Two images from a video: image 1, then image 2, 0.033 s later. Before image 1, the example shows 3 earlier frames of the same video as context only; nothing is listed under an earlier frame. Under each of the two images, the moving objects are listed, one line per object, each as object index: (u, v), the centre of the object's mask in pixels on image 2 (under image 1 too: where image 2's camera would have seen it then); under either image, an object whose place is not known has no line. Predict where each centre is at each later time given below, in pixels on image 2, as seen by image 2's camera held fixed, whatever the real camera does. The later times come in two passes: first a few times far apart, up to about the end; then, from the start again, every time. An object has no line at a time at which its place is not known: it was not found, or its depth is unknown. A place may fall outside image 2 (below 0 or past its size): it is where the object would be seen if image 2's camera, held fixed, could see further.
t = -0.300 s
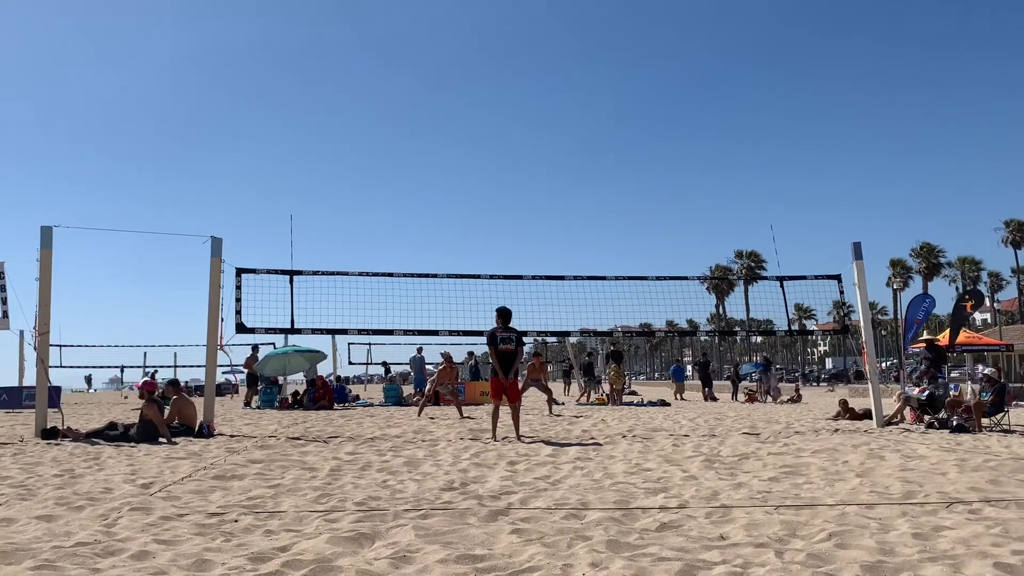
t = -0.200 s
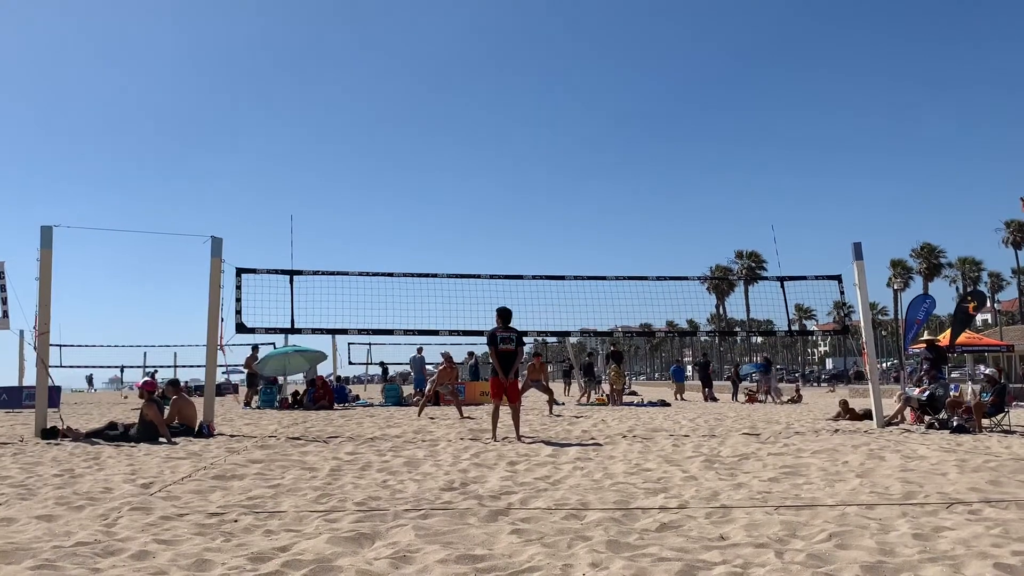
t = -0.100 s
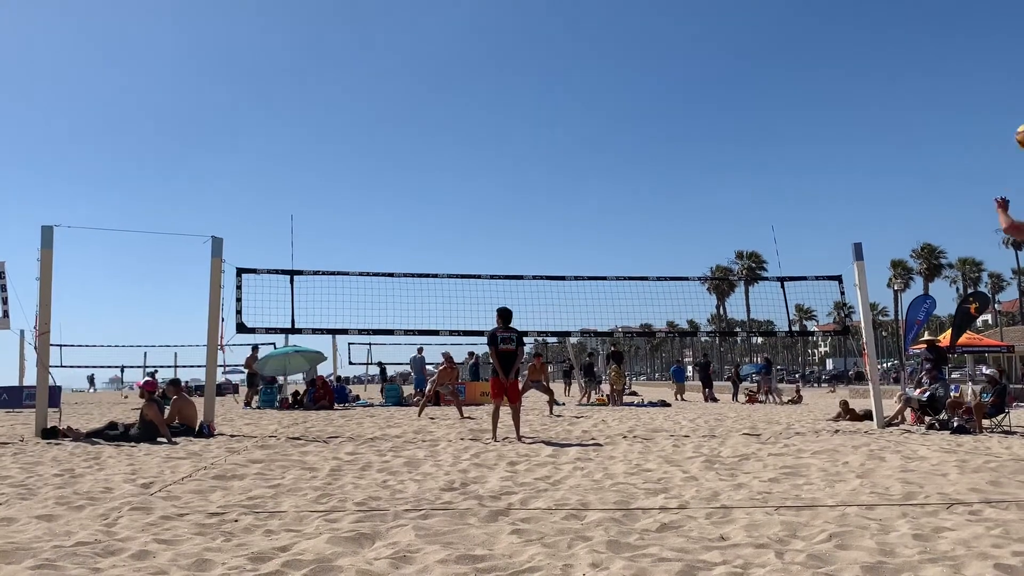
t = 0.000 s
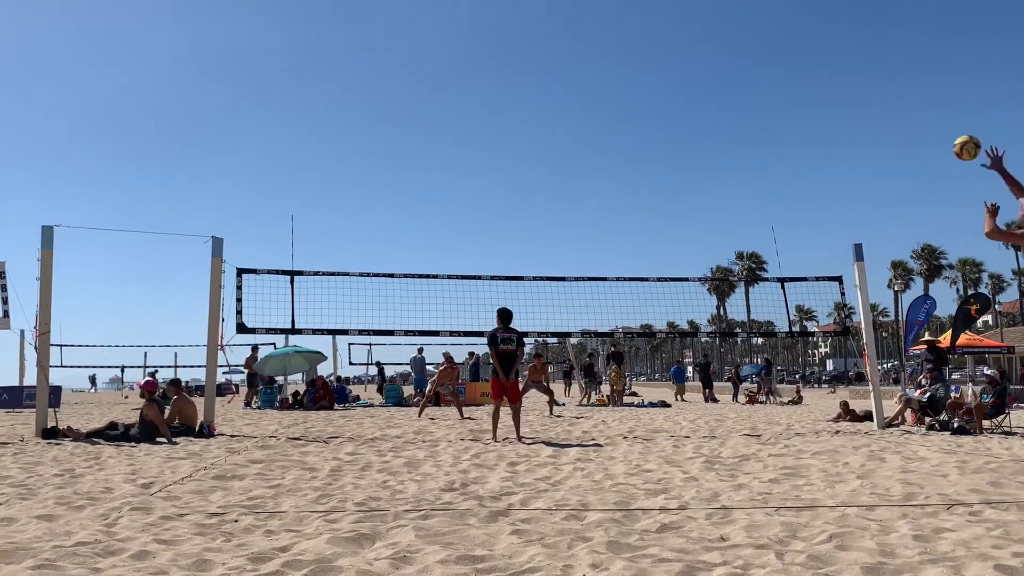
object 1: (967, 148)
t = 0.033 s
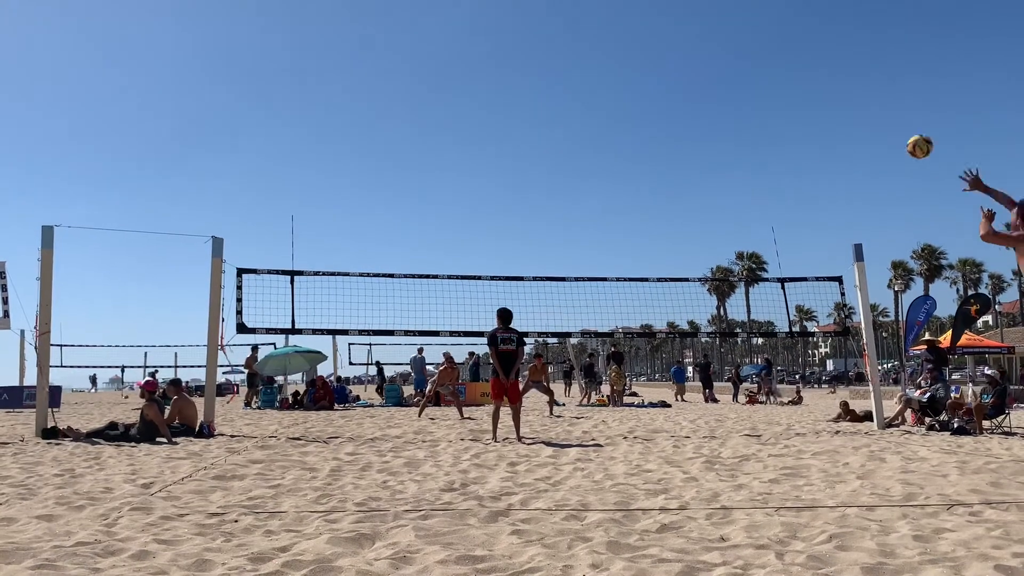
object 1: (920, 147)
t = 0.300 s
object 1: (679, 178)
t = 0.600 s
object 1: (554, 260)
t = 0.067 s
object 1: (877, 147)
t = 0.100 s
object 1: (840, 148)
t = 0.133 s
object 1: (806, 150)
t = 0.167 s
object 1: (775, 154)
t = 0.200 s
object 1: (747, 158)
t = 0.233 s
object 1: (723, 164)
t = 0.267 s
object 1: (700, 171)
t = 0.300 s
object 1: (679, 178)
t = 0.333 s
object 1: (660, 186)
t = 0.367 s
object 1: (642, 194)
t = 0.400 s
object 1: (626, 203)
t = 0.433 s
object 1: (612, 212)
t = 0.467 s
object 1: (598, 221)
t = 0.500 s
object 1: (586, 231)
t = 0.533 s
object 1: (574, 240)
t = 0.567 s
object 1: (563, 250)
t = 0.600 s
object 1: (554, 260)
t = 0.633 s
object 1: (544, 271)
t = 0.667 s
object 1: (536, 282)
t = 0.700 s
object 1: (527, 293)
